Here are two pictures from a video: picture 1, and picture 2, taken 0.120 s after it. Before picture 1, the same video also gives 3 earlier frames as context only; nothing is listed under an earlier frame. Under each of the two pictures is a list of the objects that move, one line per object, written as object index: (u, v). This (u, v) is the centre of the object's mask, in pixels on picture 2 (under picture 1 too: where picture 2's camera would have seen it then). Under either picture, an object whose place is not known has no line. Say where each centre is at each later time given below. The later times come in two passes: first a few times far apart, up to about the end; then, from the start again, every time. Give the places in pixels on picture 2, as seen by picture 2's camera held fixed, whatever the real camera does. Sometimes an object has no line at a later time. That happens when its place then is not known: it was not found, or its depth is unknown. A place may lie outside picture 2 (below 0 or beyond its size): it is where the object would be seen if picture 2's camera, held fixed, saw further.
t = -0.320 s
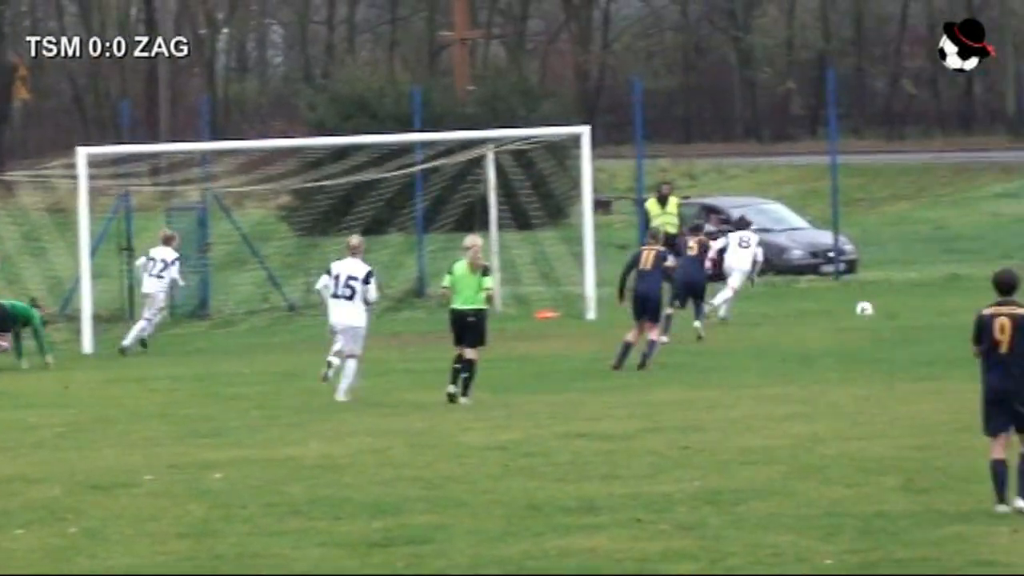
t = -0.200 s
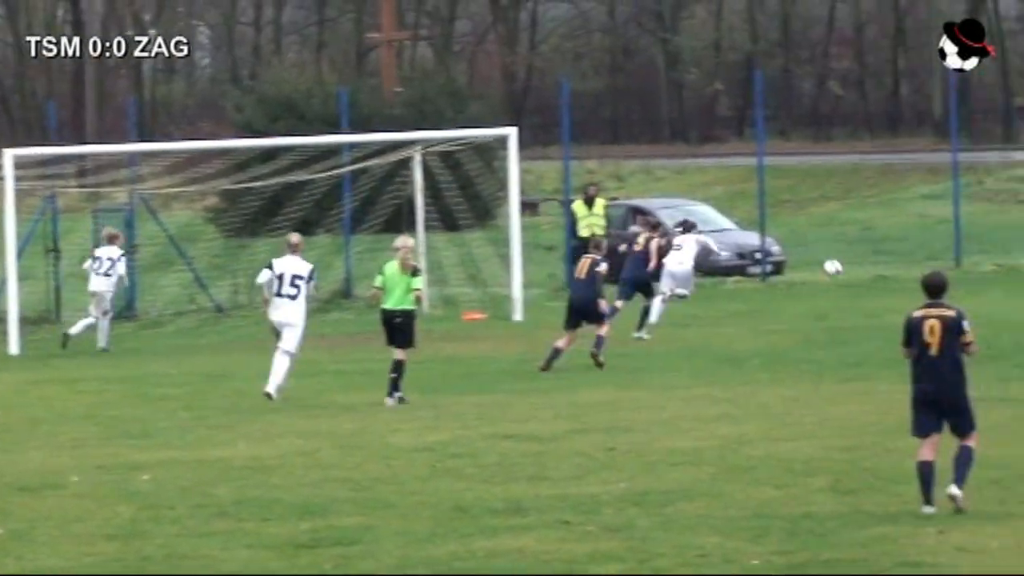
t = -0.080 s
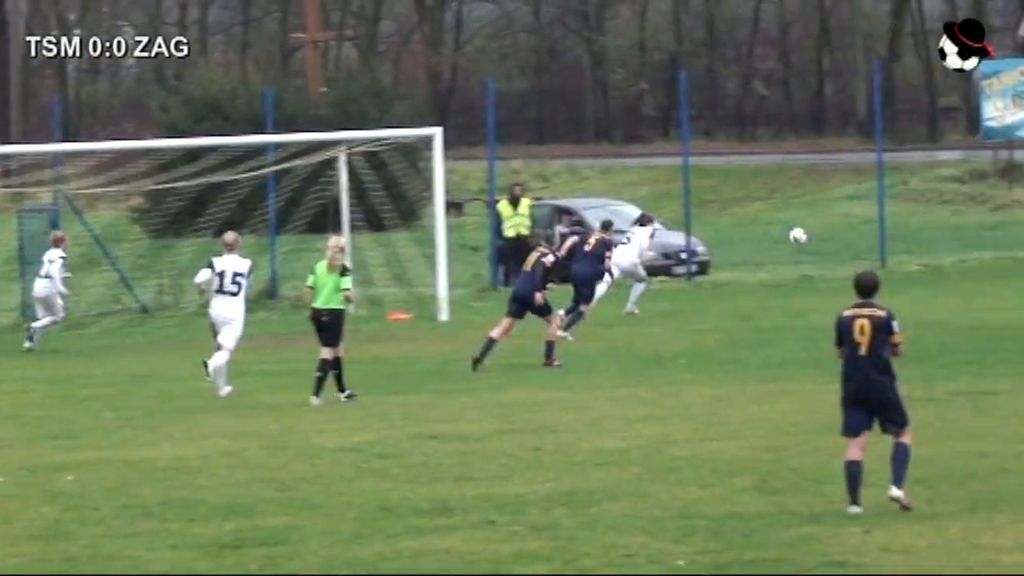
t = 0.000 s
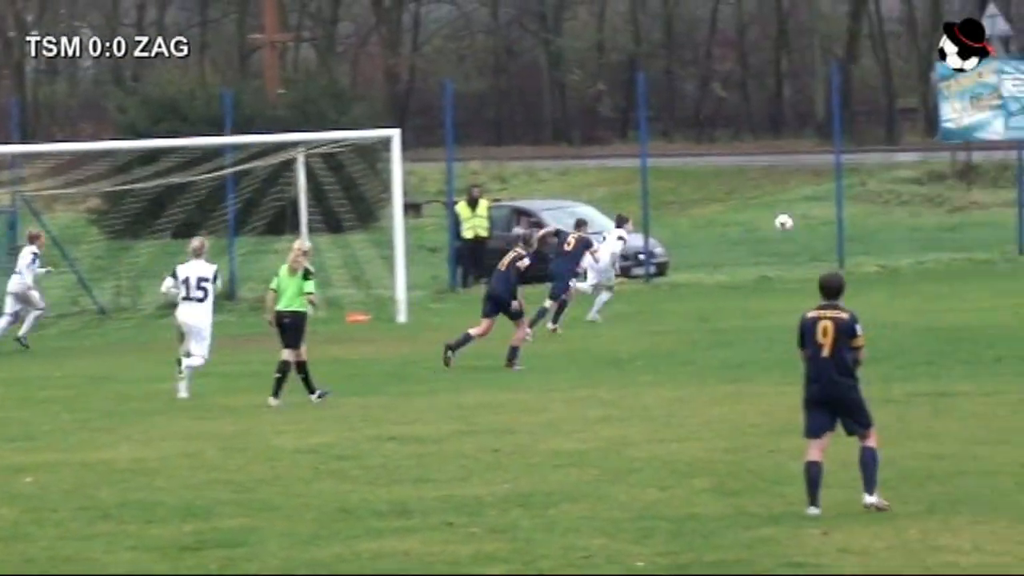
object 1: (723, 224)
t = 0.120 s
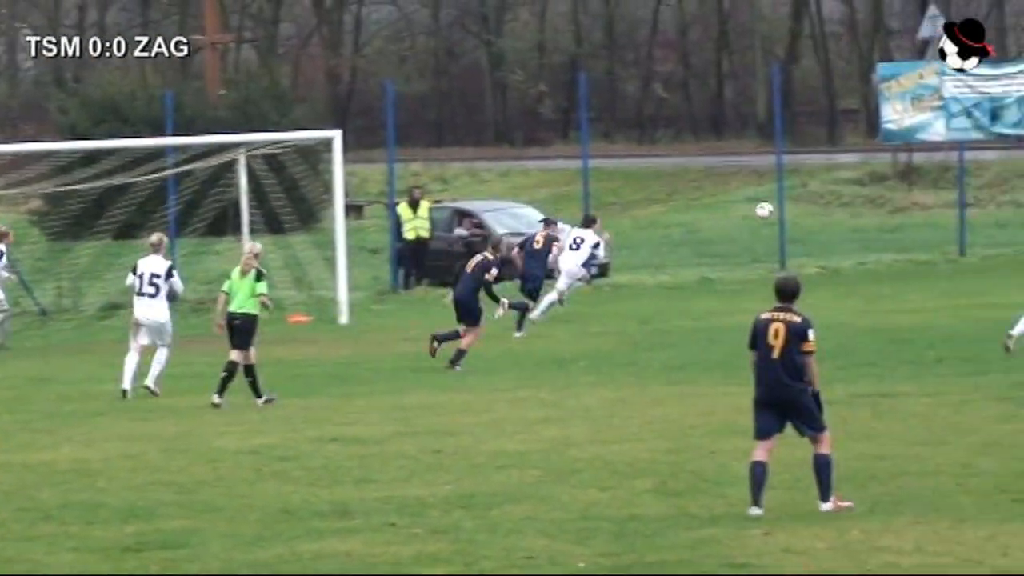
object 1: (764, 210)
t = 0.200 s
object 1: (792, 207)
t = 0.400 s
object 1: (858, 222)
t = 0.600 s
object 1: (920, 267)
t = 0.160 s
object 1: (779, 208)
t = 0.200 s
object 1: (792, 207)
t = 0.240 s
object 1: (805, 208)
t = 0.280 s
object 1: (817, 209)
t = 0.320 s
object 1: (832, 212)
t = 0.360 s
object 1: (844, 217)
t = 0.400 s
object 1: (858, 222)
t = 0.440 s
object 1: (869, 228)
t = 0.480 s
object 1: (883, 236)
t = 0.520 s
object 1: (895, 246)
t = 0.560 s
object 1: (907, 256)
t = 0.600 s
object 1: (920, 267)
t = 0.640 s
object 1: (932, 280)
